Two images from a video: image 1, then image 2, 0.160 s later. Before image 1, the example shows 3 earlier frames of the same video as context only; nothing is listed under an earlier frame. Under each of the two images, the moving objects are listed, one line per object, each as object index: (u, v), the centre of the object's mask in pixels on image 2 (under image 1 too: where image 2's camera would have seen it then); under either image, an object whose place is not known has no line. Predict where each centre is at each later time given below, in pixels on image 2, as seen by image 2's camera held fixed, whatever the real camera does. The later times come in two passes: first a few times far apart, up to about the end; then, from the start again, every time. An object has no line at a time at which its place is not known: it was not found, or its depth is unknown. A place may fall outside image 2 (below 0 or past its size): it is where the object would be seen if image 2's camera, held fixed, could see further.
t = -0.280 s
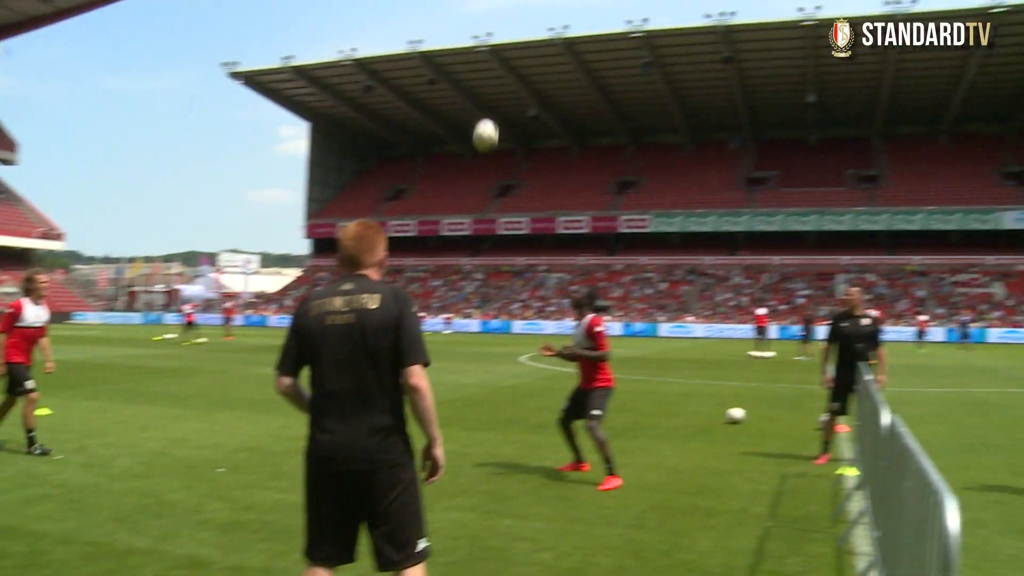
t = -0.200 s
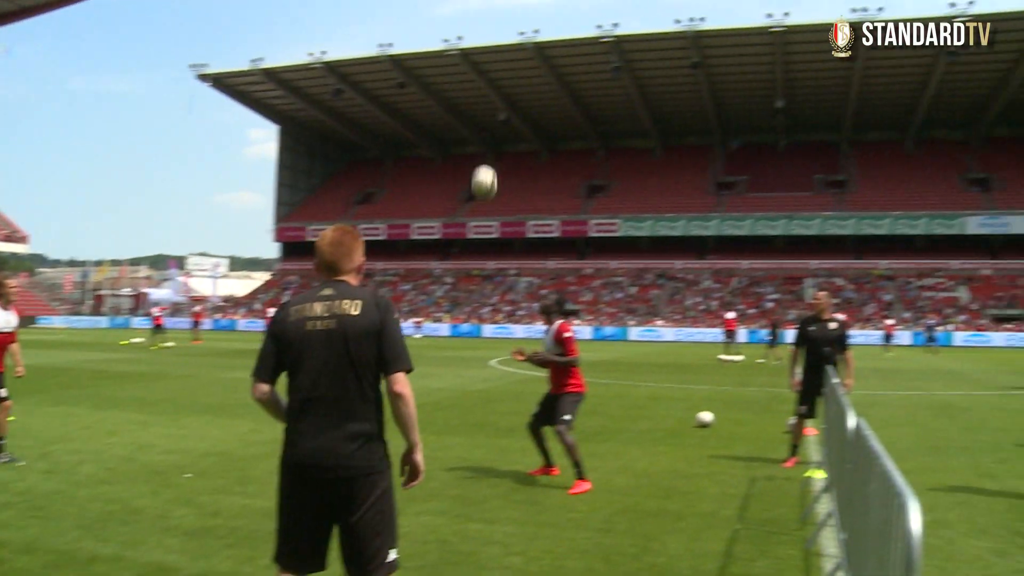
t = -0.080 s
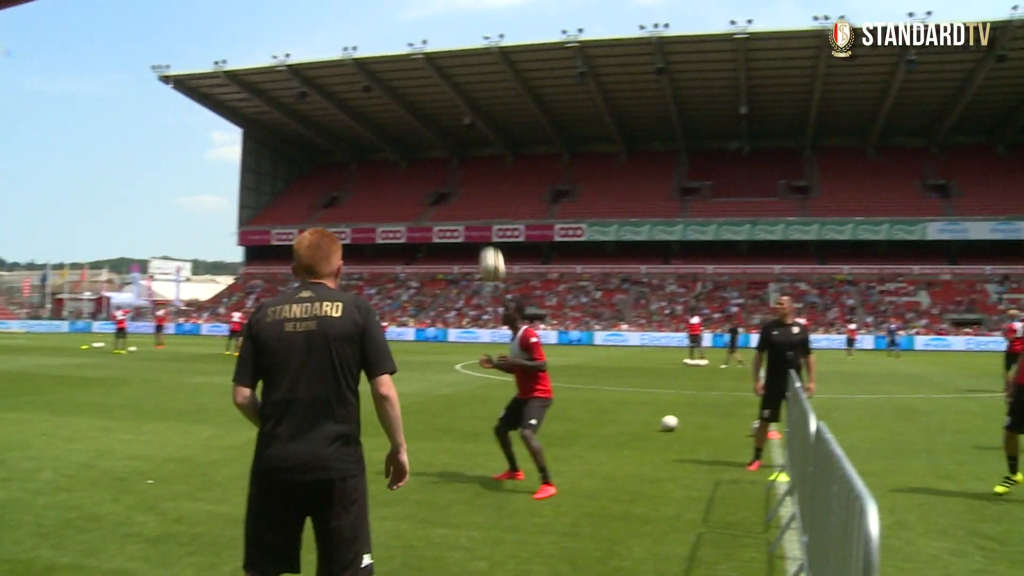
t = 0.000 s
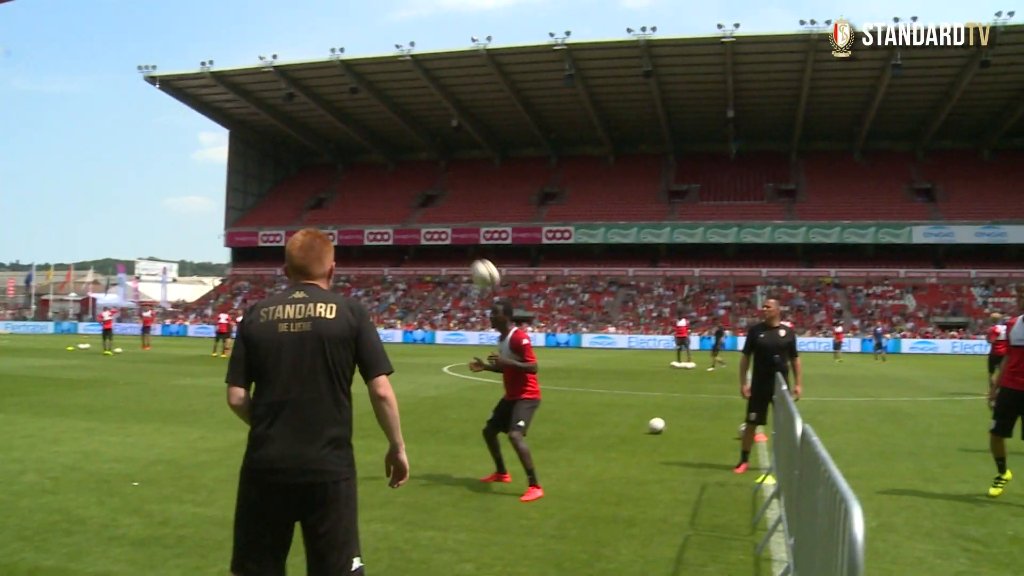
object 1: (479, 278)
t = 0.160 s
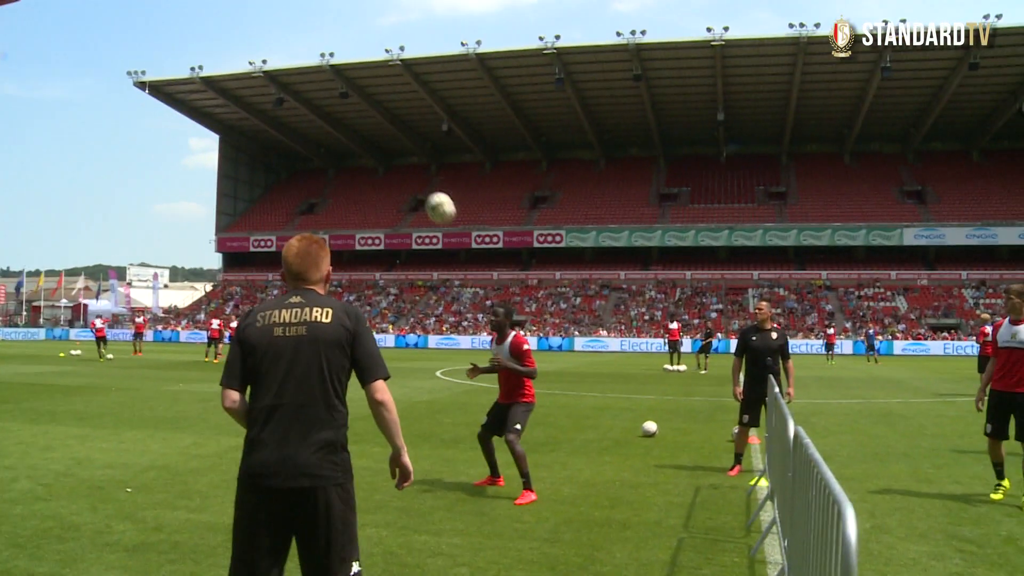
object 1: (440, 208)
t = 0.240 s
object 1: (421, 182)
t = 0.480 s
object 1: (354, 137)
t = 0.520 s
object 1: (340, 137)
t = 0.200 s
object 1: (431, 194)
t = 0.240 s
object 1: (421, 182)
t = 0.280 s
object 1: (410, 170)
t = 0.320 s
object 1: (399, 159)
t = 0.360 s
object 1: (389, 152)
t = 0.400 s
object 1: (378, 145)
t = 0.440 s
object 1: (367, 140)
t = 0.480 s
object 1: (354, 137)
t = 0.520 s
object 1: (340, 137)
